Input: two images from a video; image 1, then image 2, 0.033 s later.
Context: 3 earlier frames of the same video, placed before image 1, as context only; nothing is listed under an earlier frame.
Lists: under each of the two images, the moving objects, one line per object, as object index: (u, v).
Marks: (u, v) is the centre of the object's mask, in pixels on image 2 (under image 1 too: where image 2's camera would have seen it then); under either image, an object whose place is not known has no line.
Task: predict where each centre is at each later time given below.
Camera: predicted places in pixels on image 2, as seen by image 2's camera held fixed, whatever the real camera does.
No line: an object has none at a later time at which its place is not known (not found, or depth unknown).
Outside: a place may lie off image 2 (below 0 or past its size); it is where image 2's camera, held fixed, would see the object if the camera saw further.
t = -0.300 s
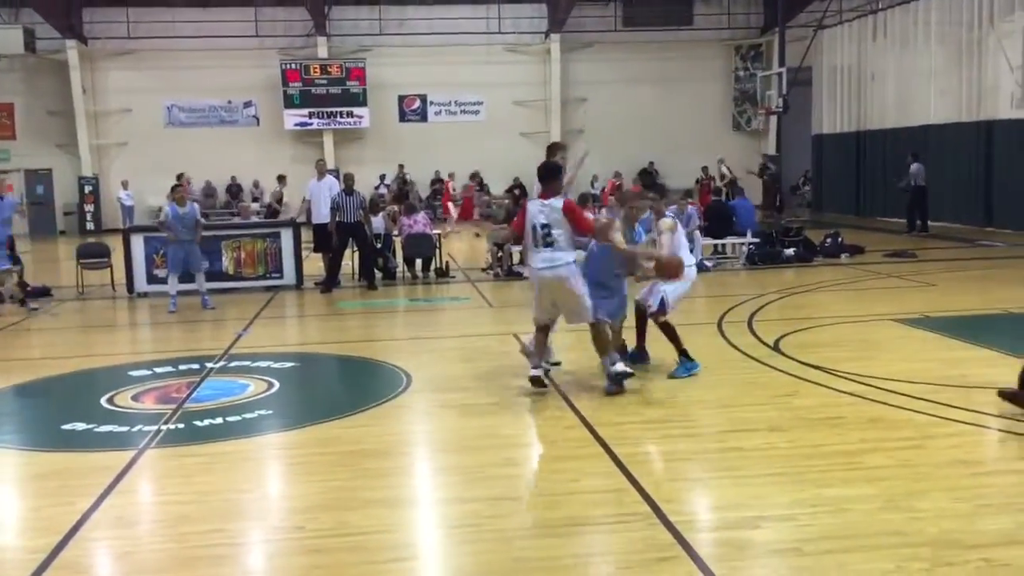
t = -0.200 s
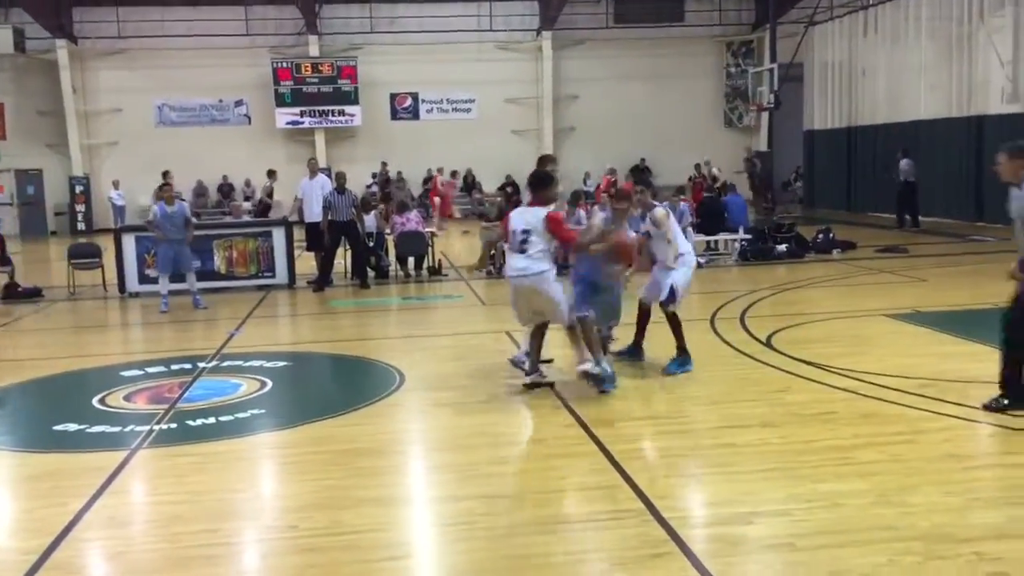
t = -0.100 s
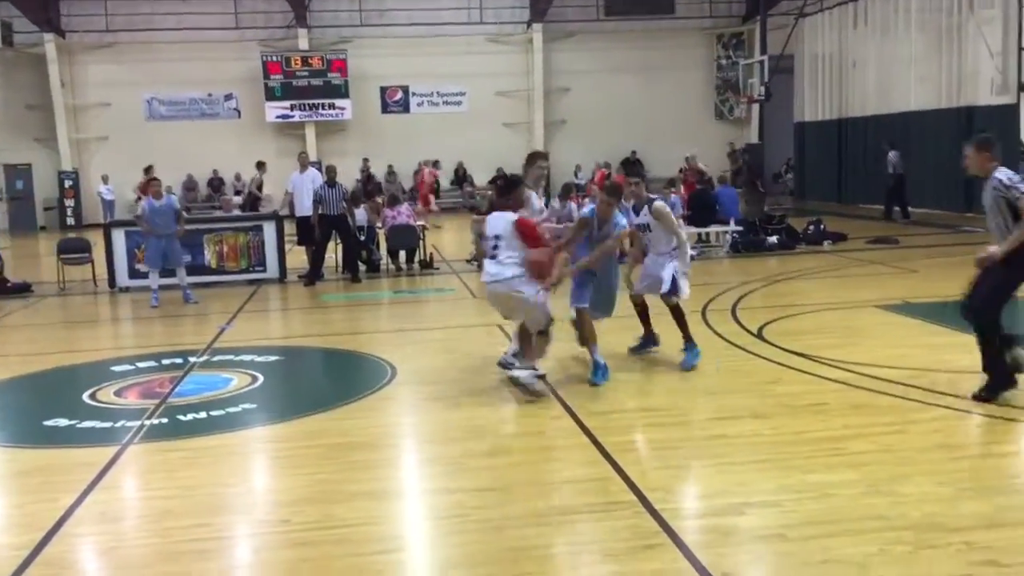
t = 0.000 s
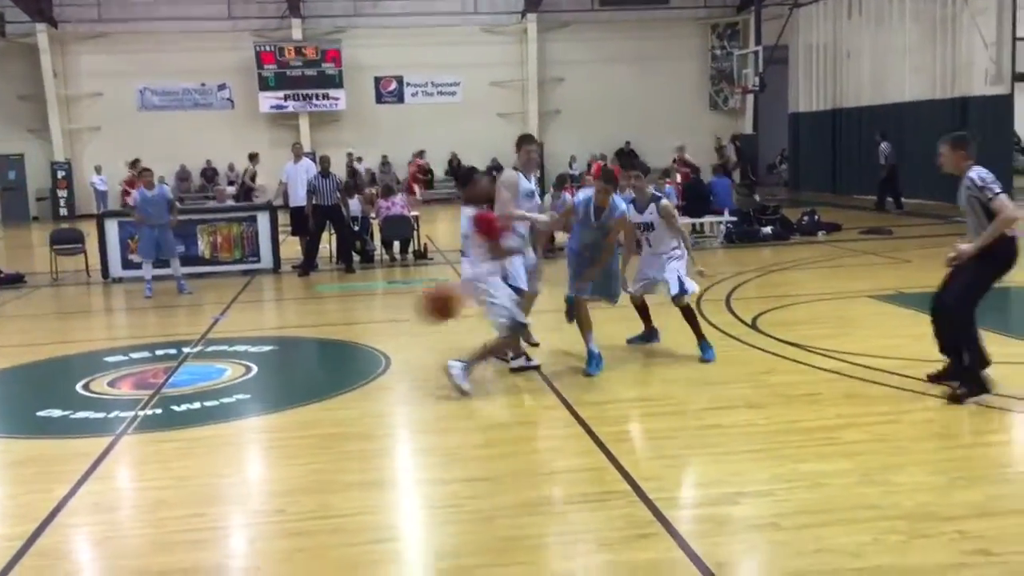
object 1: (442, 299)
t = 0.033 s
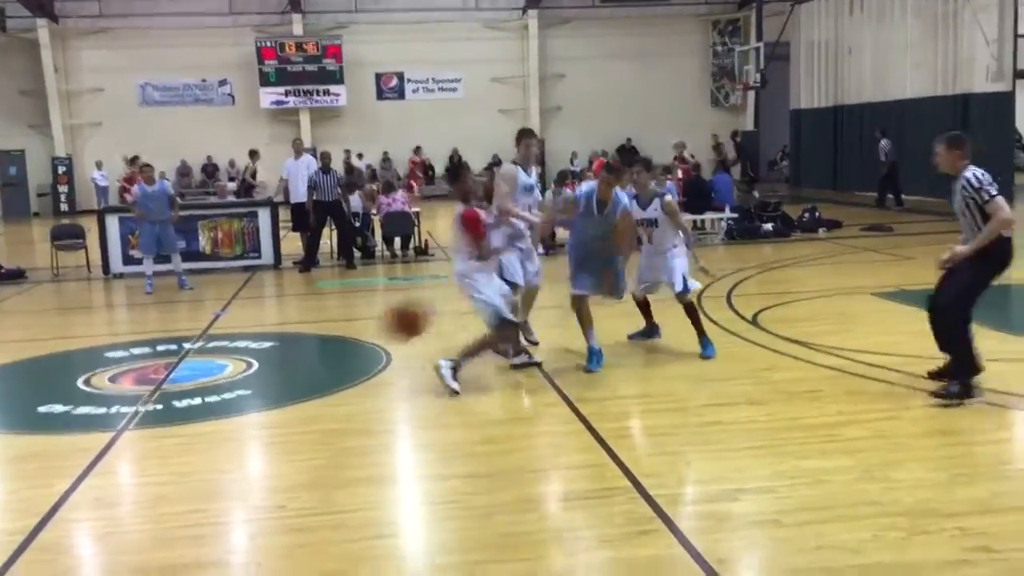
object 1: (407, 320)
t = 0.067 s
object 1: (371, 343)
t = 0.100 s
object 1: (330, 372)
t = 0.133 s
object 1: (286, 404)
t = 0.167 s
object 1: (238, 441)
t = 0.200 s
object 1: (190, 483)
